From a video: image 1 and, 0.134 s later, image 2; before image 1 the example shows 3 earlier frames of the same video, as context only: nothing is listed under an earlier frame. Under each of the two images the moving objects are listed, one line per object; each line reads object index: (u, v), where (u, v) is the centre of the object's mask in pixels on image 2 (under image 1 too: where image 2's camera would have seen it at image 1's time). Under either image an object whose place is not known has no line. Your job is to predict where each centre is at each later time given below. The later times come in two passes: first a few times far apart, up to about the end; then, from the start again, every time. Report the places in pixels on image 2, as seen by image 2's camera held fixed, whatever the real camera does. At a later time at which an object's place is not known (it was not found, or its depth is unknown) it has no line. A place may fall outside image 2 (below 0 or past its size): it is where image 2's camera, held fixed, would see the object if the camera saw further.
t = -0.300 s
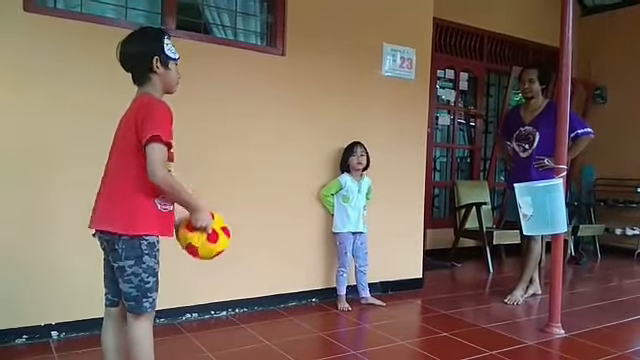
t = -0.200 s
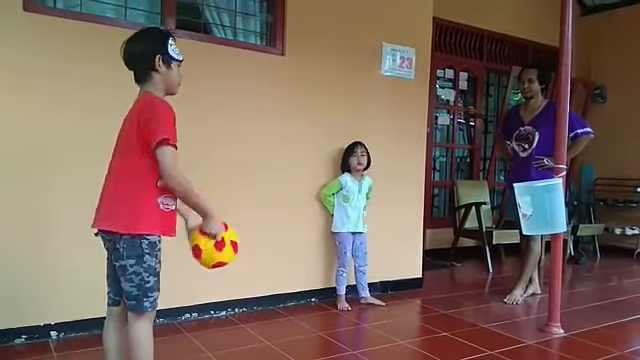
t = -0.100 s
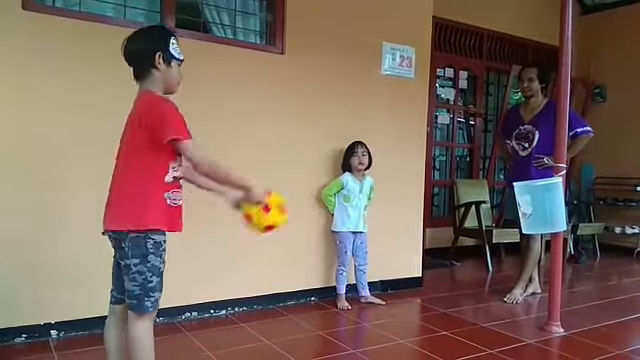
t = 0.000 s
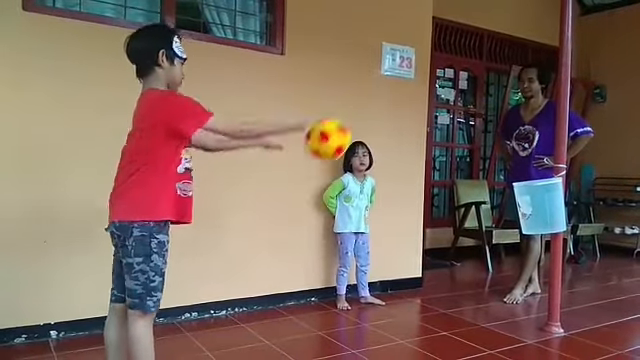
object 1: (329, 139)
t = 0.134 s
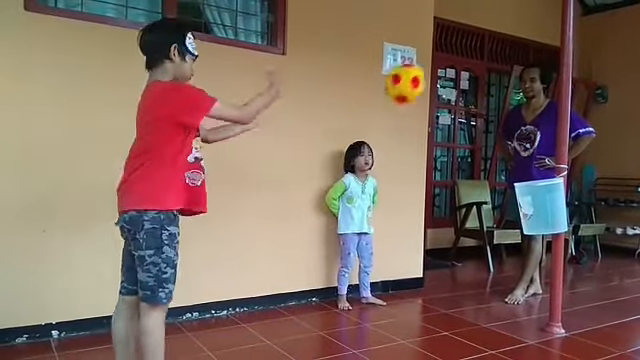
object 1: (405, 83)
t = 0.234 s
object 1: (452, 70)
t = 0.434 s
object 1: (532, 105)
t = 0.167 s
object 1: (422, 76)
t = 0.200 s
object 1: (438, 72)
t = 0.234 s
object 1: (452, 70)
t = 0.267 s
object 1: (467, 70)
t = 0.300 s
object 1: (482, 73)
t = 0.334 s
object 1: (495, 78)
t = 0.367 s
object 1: (508, 85)
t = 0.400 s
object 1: (520, 94)
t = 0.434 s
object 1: (532, 105)
